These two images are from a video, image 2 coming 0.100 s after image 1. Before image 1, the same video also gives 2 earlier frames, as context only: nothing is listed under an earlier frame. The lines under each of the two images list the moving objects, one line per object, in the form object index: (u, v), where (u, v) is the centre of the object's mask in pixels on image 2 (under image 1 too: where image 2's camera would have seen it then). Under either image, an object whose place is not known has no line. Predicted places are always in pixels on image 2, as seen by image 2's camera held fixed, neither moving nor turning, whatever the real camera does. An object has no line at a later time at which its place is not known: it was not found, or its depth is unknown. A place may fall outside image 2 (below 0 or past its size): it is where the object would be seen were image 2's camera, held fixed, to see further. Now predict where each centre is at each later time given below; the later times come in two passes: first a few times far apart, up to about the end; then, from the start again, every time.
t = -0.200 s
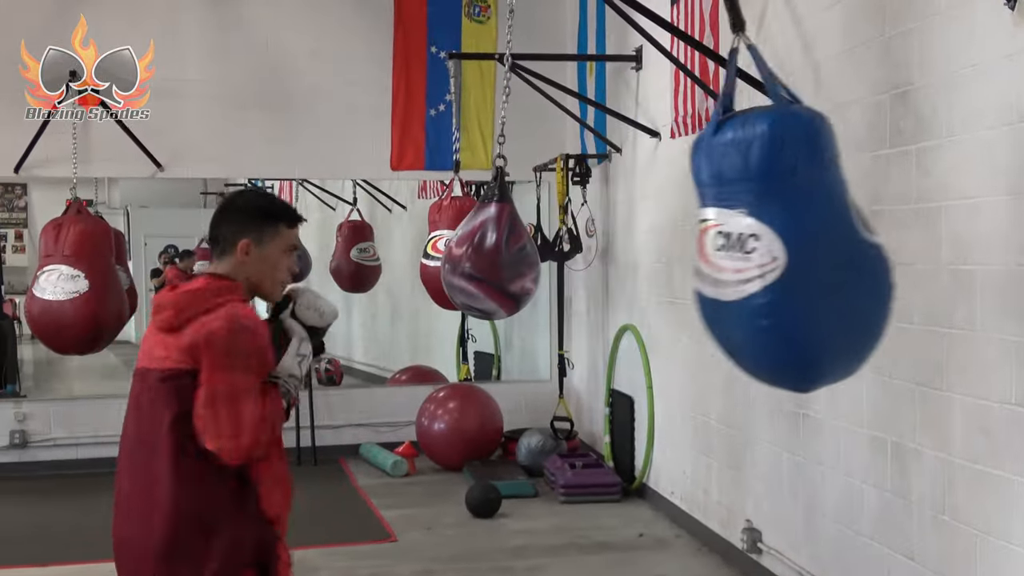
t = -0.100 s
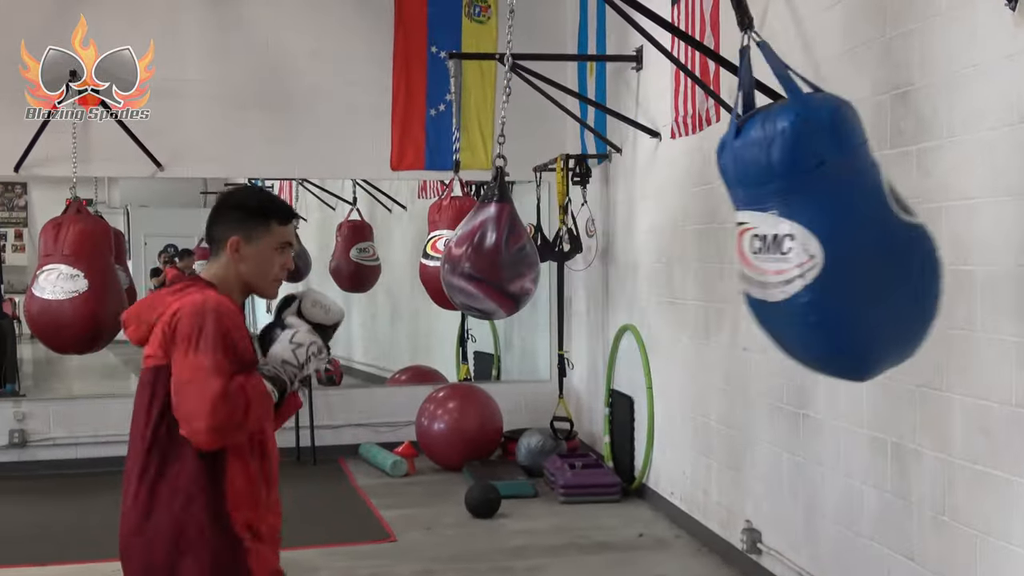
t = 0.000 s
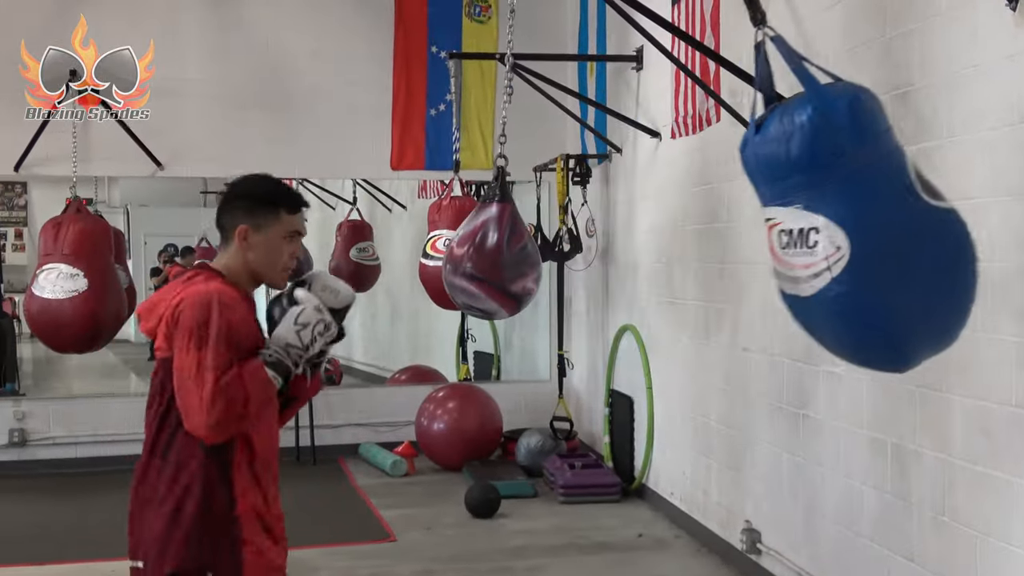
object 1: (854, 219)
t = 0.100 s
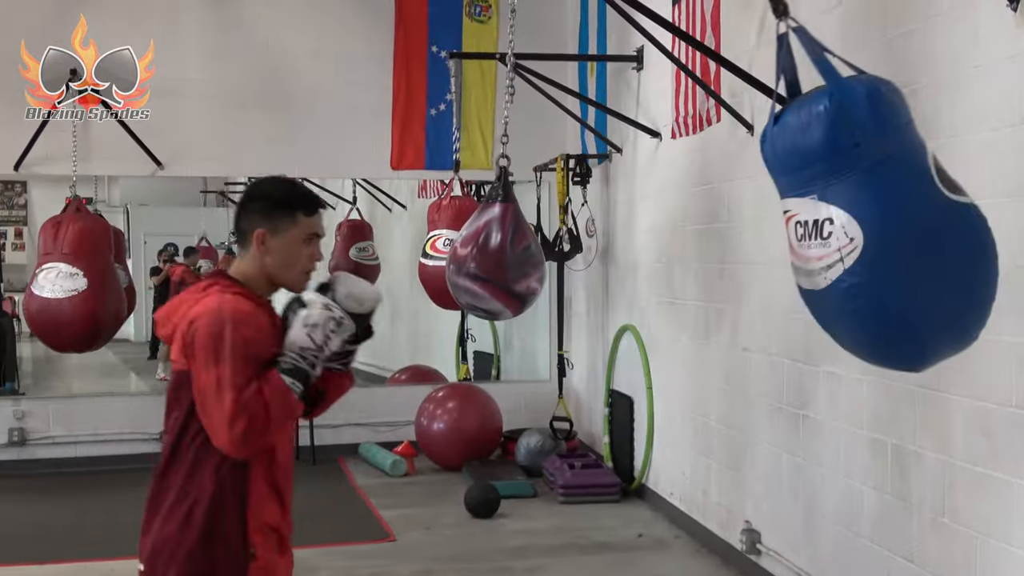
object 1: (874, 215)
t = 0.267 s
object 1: (873, 218)
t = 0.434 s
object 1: (830, 236)
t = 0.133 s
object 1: (877, 215)
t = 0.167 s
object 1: (880, 216)
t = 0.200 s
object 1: (879, 214)
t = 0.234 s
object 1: (877, 218)
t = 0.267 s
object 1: (873, 218)
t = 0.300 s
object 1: (866, 220)
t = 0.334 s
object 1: (859, 224)
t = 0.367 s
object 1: (851, 227)
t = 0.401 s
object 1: (841, 231)
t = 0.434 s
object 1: (830, 236)
